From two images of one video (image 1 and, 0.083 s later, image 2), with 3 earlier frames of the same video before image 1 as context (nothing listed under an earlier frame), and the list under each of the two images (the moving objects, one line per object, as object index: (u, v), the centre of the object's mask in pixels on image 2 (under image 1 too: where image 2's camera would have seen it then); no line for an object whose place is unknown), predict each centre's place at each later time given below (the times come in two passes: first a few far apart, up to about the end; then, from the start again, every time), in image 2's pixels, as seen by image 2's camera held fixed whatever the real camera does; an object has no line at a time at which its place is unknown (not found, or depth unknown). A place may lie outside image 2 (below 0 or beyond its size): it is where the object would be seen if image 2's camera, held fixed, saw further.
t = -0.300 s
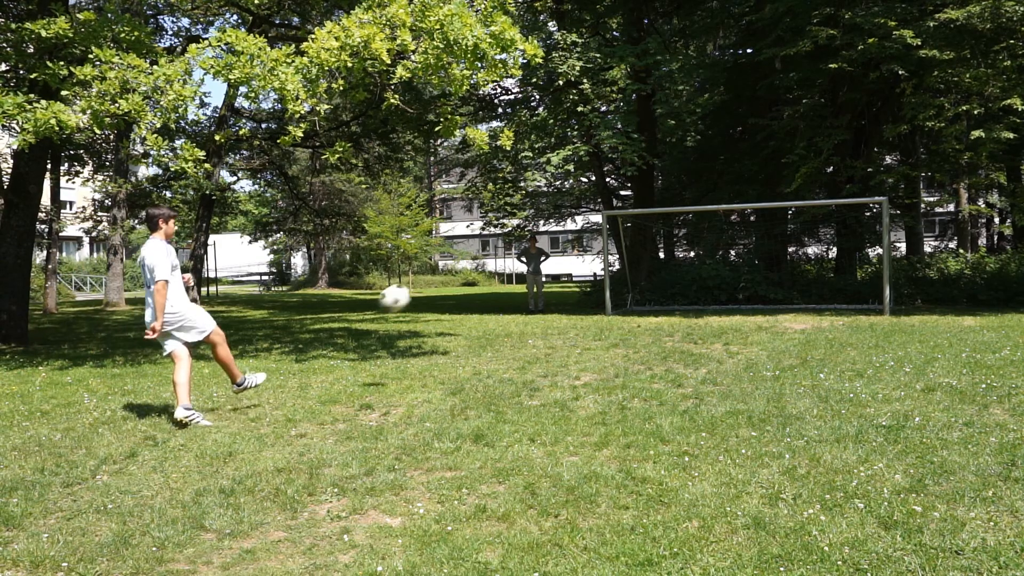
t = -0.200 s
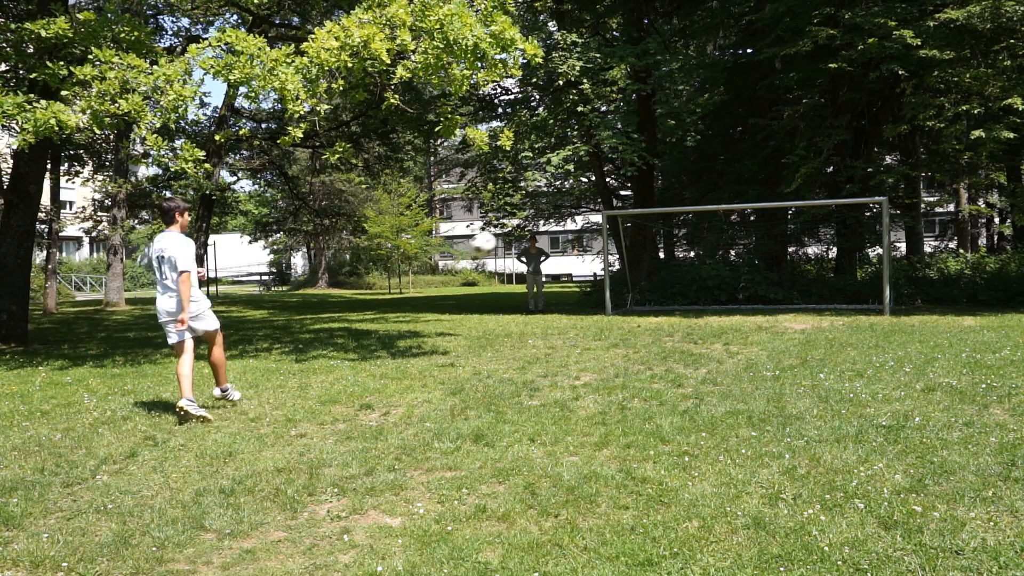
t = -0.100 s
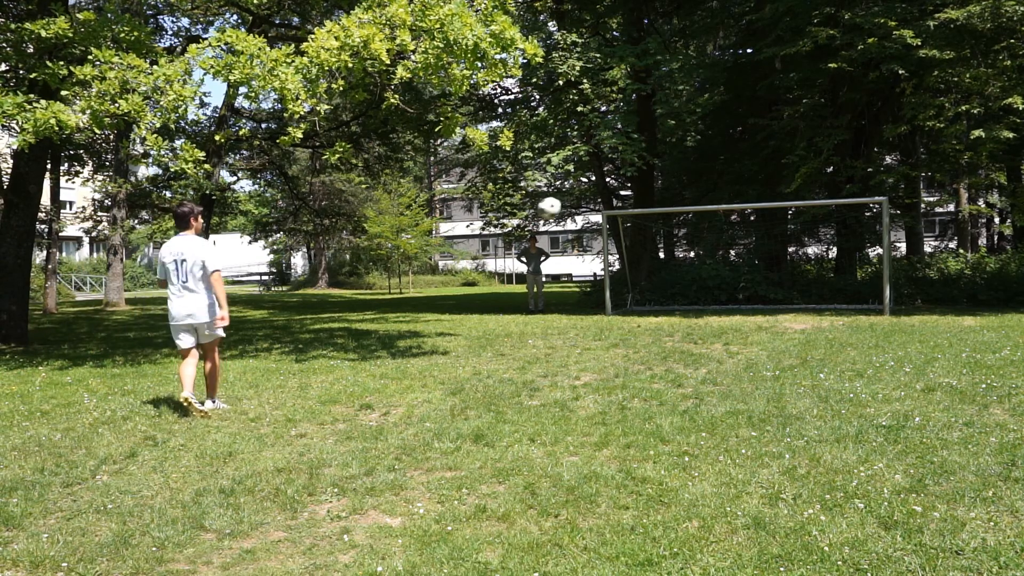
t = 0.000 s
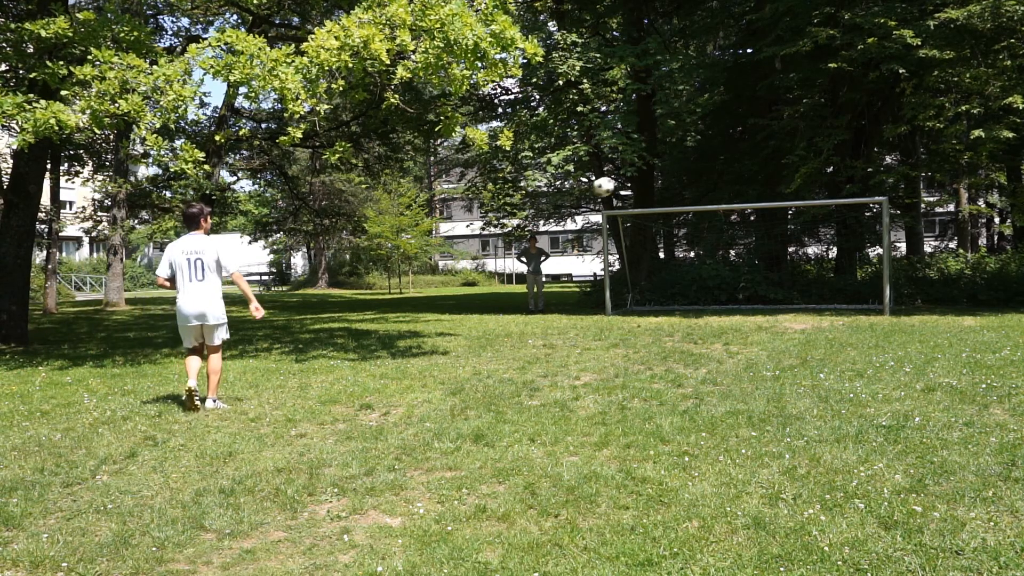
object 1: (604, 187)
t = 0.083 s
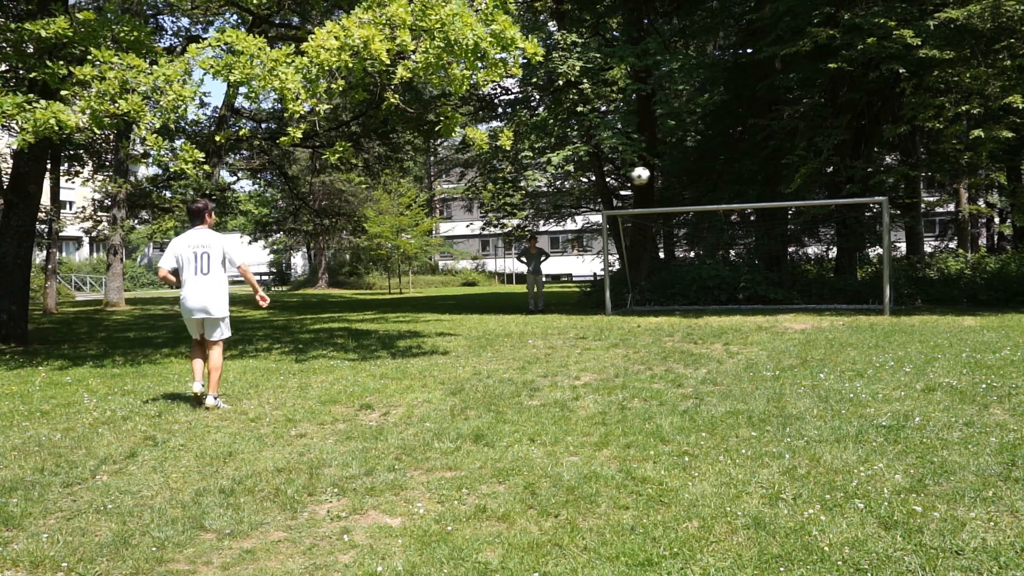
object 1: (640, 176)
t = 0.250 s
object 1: (699, 171)
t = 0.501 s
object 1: (761, 190)
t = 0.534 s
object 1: (768, 194)
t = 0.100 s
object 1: (647, 174)
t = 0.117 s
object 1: (653, 173)
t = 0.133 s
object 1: (659, 172)
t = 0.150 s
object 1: (665, 172)
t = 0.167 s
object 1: (671, 171)
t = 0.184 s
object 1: (677, 171)
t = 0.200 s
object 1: (683, 171)
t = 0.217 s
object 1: (688, 171)
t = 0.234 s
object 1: (693, 171)
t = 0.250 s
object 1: (699, 171)
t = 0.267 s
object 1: (703, 171)
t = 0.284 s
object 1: (708, 172)
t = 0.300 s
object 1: (712, 172)
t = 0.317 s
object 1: (717, 173)
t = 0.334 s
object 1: (722, 174)
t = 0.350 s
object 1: (726, 175)
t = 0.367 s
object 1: (730, 177)
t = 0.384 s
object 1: (734, 178)
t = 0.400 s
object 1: (738, 180)
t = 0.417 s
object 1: (742, 181)
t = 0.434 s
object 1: (746, 183)
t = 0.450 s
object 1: (750, 185)
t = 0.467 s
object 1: (754, 186)
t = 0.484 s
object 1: (758, 189)
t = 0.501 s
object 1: (761, 190)
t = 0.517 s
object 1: (764, 192)
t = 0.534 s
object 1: (768, 194)
